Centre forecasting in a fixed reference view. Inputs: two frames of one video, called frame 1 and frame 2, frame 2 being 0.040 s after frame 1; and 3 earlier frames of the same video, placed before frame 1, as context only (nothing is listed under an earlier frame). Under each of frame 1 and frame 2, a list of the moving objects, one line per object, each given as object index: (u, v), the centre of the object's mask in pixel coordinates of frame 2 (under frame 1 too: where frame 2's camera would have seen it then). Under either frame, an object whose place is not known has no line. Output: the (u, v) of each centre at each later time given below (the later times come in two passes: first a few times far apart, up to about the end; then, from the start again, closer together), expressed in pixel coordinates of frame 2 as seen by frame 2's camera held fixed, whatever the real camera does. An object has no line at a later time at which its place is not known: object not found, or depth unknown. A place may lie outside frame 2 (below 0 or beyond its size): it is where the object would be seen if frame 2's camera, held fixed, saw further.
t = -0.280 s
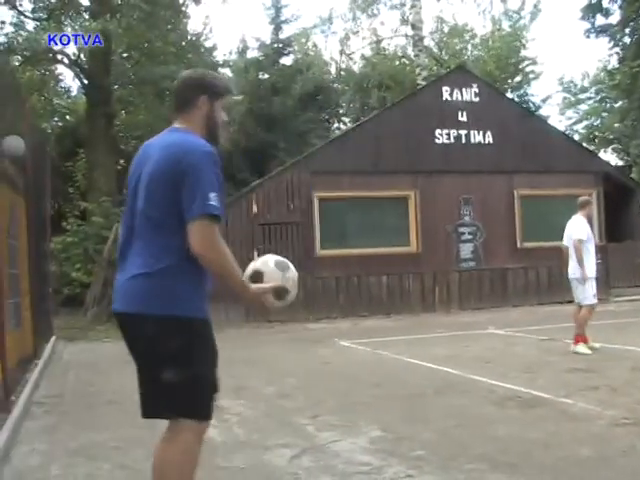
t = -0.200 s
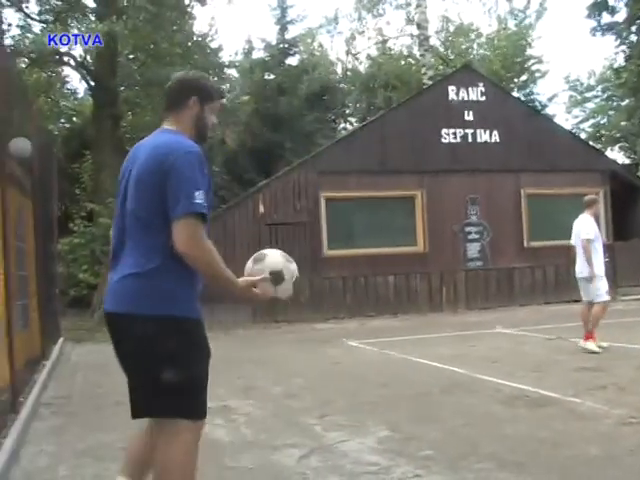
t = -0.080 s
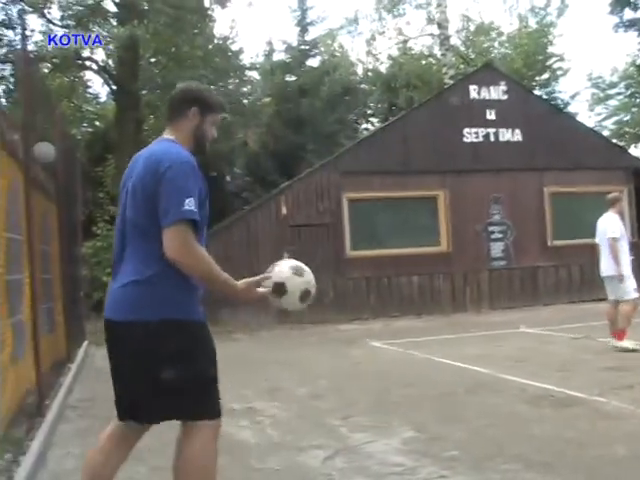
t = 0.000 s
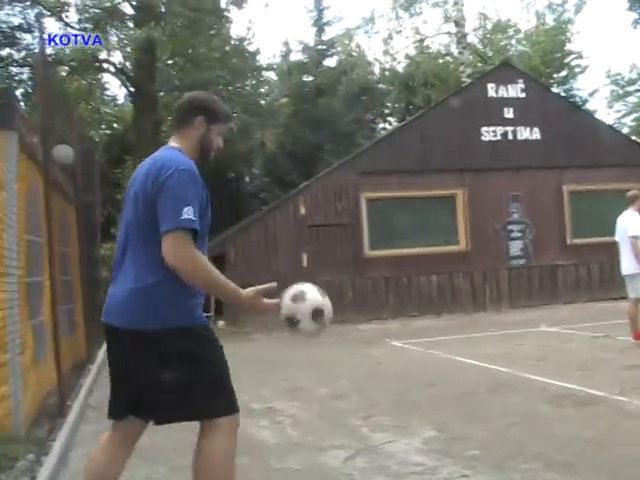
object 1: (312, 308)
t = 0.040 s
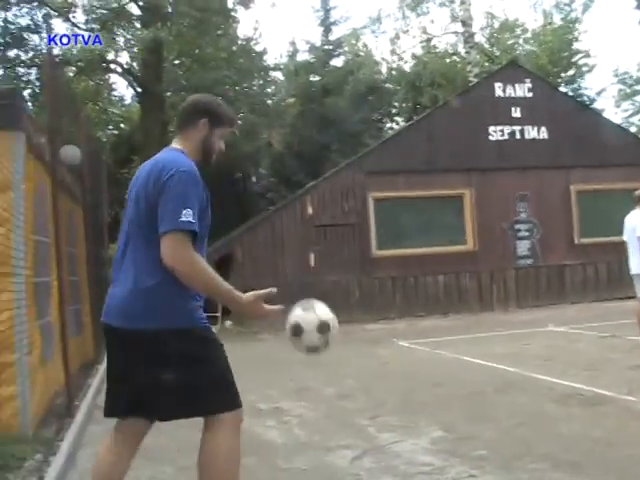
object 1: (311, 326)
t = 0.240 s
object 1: (308, 459)
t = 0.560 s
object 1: (319, 363)
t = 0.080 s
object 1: (309, 347)
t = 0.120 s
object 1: (308, 371)
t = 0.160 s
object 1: (308, 398)
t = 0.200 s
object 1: (309, 427)
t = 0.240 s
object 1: (308, 459)
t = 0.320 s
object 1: (309, 465)
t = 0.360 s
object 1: (311, 443)
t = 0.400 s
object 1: (314, 420)
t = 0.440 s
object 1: (316, 400)
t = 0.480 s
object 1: (316, 385)
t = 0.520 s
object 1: (317, 372)
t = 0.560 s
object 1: (319, 363)
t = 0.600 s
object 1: (321, 358)
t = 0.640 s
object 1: (324, 355)
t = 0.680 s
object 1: (327, 356)
